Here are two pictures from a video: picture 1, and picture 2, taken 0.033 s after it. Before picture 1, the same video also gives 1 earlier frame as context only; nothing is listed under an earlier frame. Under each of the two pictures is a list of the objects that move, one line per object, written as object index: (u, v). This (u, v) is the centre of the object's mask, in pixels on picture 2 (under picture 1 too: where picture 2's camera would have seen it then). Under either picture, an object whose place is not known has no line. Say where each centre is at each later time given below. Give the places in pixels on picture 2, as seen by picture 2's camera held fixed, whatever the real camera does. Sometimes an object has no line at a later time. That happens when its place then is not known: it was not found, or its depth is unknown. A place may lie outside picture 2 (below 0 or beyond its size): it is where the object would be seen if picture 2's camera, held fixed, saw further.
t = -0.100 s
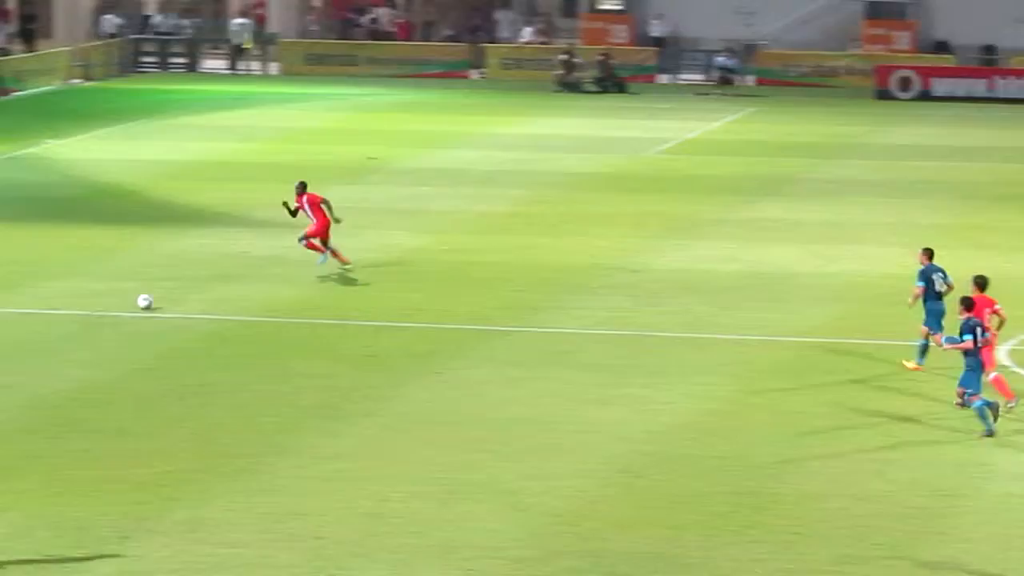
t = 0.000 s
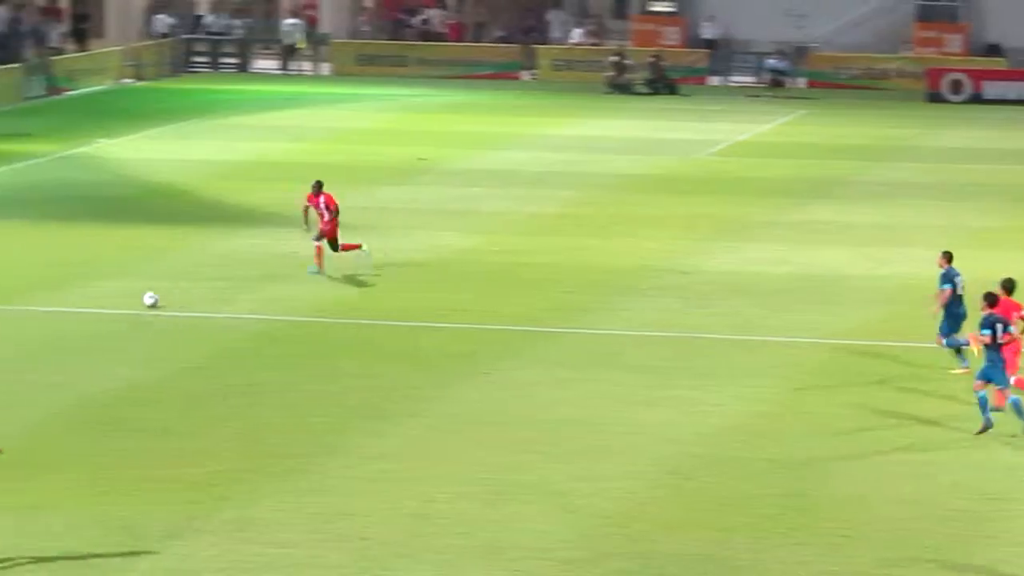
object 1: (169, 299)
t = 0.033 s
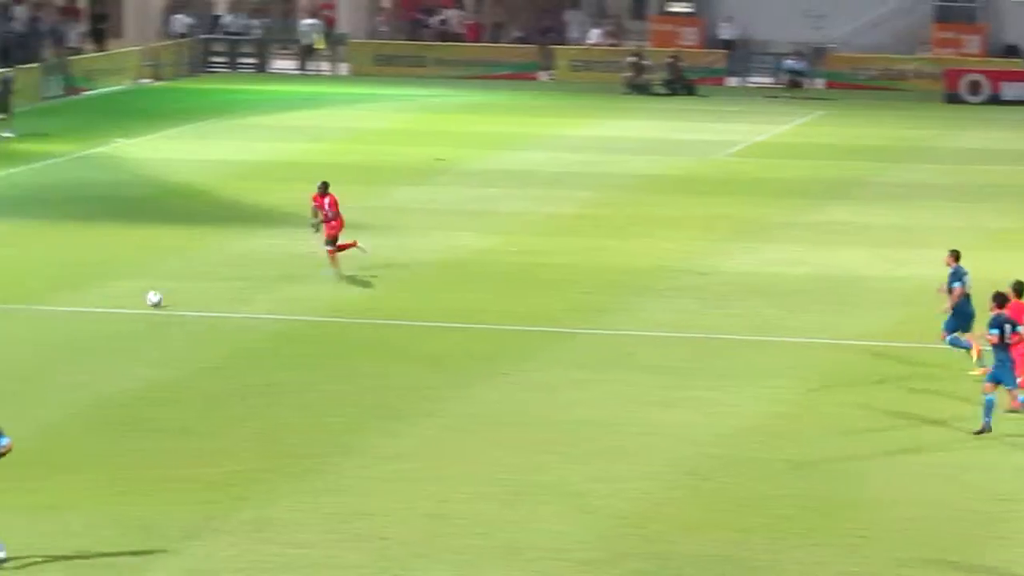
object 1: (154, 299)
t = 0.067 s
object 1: (138, 299)
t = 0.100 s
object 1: (123, 299)
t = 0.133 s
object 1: (109, 299)
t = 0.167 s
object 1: (94, 298)
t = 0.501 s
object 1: (-41, 297)
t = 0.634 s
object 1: (-90, 297)
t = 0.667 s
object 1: (-103, 297)
